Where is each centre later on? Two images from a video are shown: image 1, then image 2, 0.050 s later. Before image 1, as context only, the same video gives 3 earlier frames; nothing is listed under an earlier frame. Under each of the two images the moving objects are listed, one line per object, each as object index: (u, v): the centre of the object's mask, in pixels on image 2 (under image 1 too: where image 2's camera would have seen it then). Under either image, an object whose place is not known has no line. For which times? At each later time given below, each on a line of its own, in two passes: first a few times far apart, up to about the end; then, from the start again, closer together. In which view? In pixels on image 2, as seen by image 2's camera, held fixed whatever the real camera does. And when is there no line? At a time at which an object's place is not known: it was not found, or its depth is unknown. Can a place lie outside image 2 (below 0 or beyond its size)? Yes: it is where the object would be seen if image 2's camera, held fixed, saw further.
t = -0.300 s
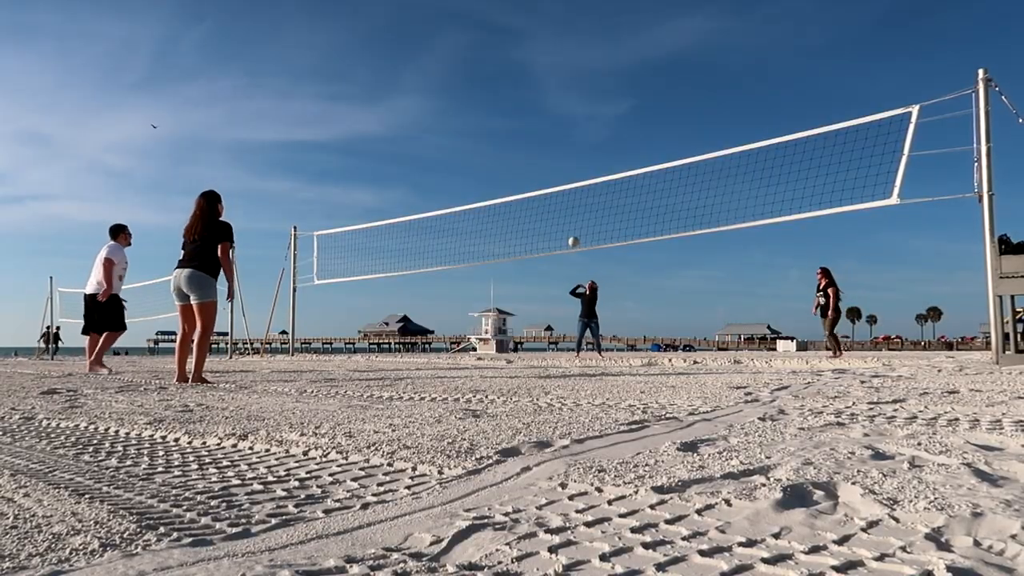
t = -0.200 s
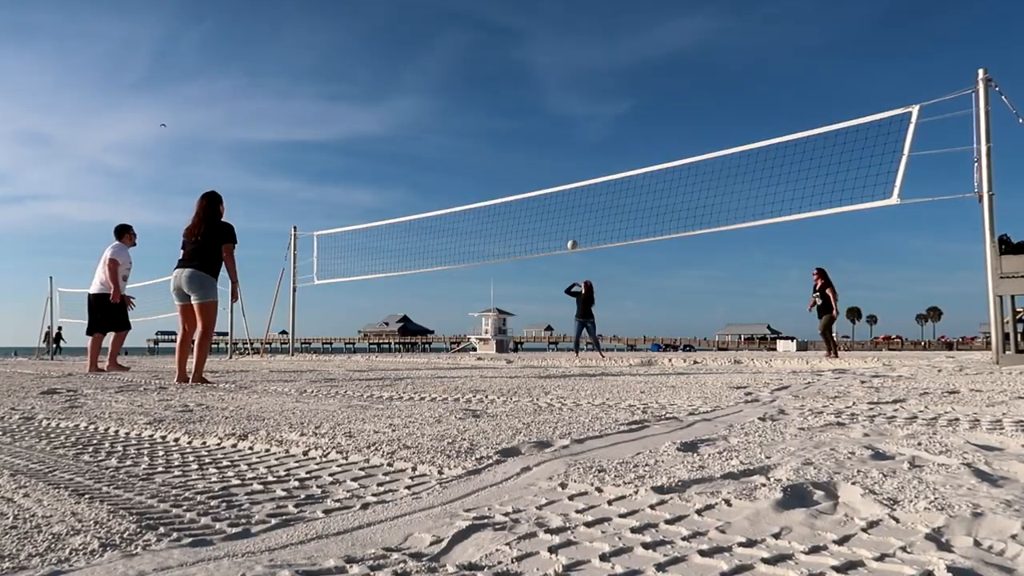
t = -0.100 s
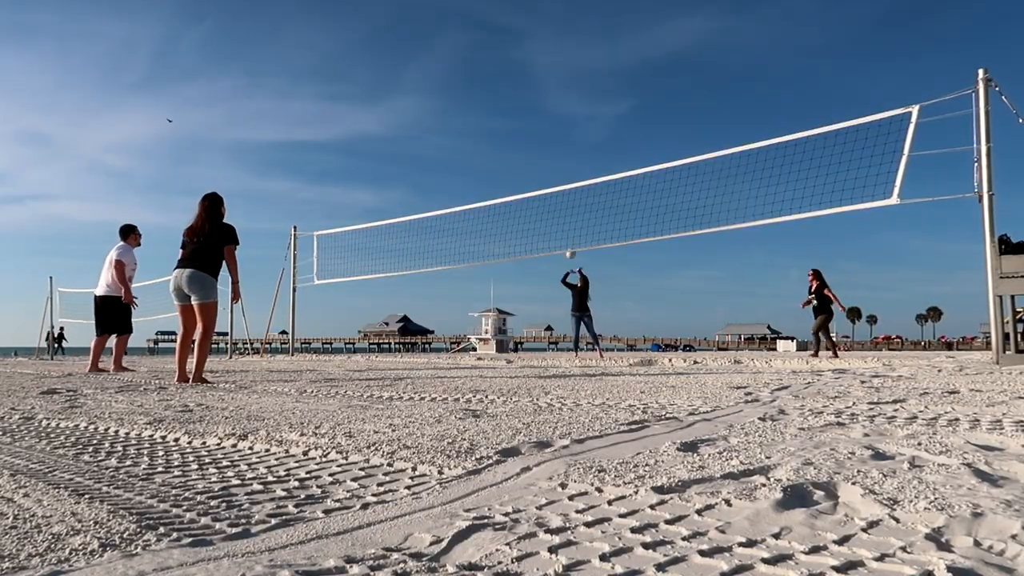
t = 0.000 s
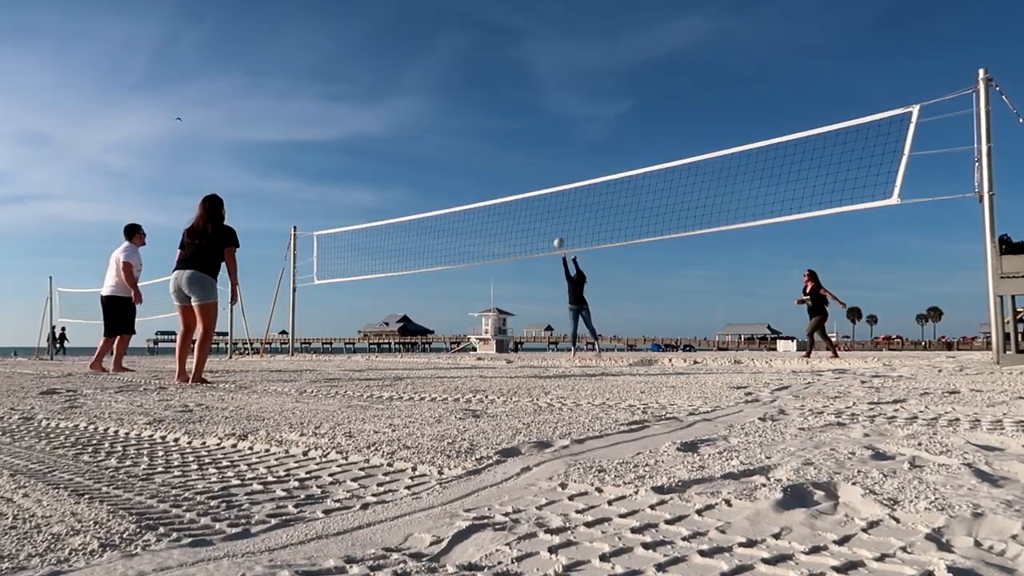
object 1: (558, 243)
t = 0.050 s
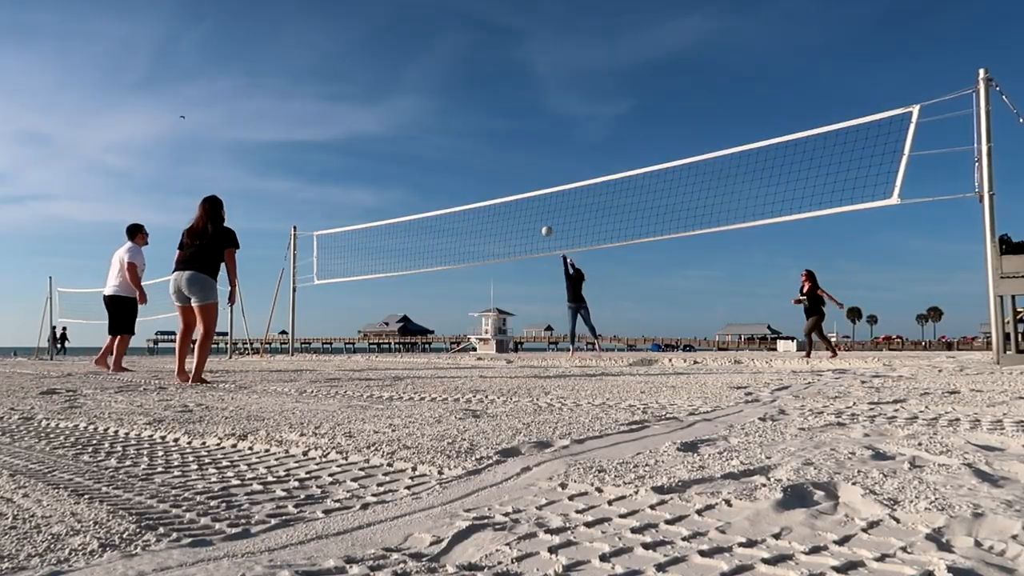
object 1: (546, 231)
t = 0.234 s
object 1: (500, 194)
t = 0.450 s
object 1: (438, 174)
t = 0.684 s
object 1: (361, 180)
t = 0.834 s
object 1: (304, 204)
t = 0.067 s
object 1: (543, 227)
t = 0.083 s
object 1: (538, 223)
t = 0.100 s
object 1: (534, 220)
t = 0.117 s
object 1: (530, 216)
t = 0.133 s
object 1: (526, 213)
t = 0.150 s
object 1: (521, 209)
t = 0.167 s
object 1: (517, 207)
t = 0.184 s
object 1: (513, 204)
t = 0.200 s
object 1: (508, 203)
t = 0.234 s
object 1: (500, 194)
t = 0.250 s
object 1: (495, 193)
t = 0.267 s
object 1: (492, 191)
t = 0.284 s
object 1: (486, 189)
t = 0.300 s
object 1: (482, 186)
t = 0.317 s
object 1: (477, 185)
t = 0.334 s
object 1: (472, 183)
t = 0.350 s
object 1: (468, 181)
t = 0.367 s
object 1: (463, 180)
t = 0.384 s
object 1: (458, 178)
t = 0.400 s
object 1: (453, 177)
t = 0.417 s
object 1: (448, 175)
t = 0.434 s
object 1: (443, 174)
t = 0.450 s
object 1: (438, 174)
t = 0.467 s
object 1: (433, 173)
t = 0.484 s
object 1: (428, 172)
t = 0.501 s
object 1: (423, 172)
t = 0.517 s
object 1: (417, 172)
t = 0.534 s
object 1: (412, 172)
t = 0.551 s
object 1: (407, 172)
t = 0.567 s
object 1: (401, 172)
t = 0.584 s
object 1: (396, 173)
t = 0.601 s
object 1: (390, 174)
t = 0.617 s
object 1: (384, 175)
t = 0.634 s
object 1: (378, 176)
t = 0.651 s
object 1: (373, 177)
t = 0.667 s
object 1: (367, 178)
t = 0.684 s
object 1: (361, 180)
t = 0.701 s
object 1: (355, 182)
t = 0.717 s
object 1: (349, 184)
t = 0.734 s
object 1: (342, 186)
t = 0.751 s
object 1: (336, 189)
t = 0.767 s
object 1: (330, 192)
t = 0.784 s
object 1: (324, 195)
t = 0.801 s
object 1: (317, 198)
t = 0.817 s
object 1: (311, 201)
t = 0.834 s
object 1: (304, 204)
